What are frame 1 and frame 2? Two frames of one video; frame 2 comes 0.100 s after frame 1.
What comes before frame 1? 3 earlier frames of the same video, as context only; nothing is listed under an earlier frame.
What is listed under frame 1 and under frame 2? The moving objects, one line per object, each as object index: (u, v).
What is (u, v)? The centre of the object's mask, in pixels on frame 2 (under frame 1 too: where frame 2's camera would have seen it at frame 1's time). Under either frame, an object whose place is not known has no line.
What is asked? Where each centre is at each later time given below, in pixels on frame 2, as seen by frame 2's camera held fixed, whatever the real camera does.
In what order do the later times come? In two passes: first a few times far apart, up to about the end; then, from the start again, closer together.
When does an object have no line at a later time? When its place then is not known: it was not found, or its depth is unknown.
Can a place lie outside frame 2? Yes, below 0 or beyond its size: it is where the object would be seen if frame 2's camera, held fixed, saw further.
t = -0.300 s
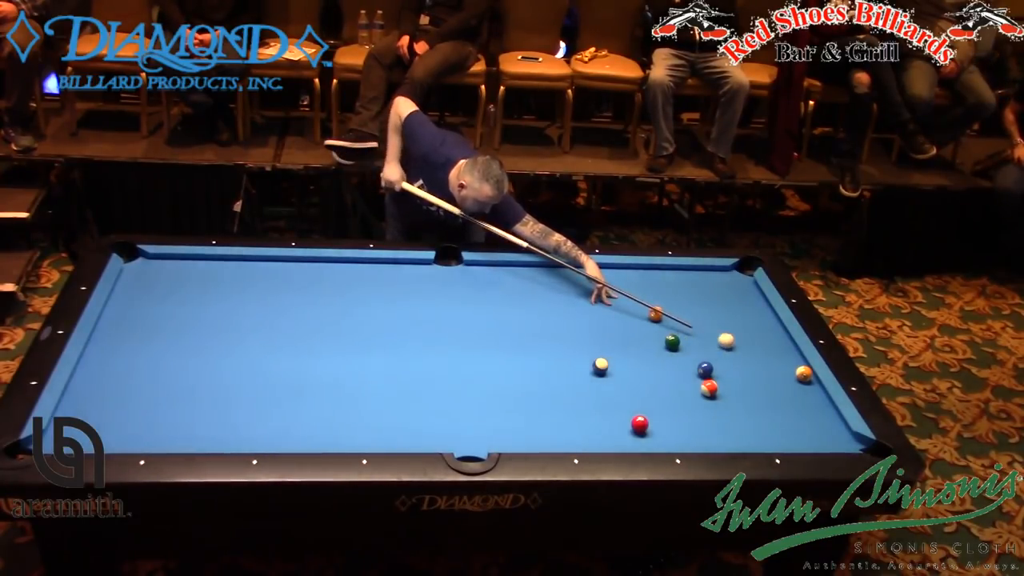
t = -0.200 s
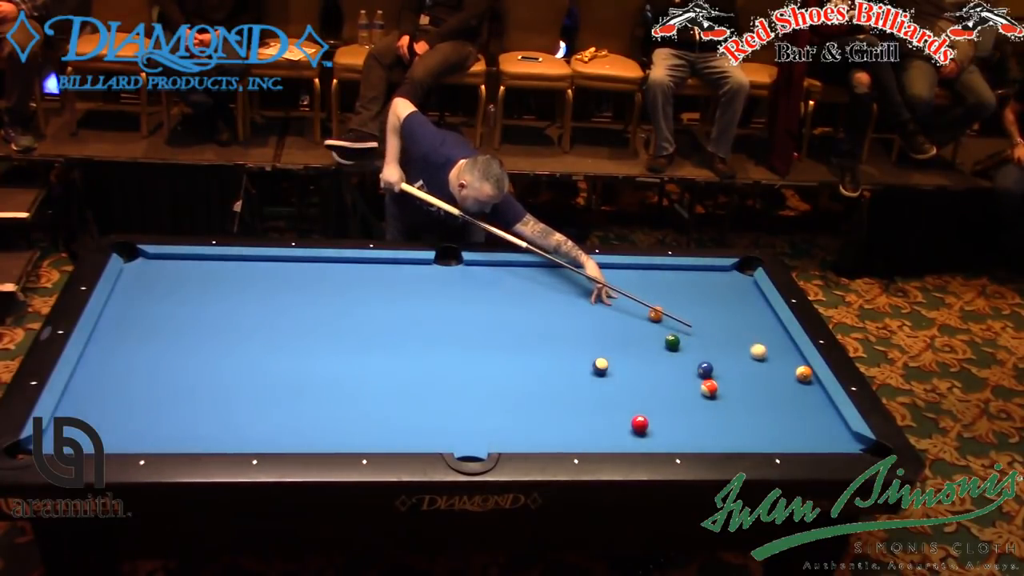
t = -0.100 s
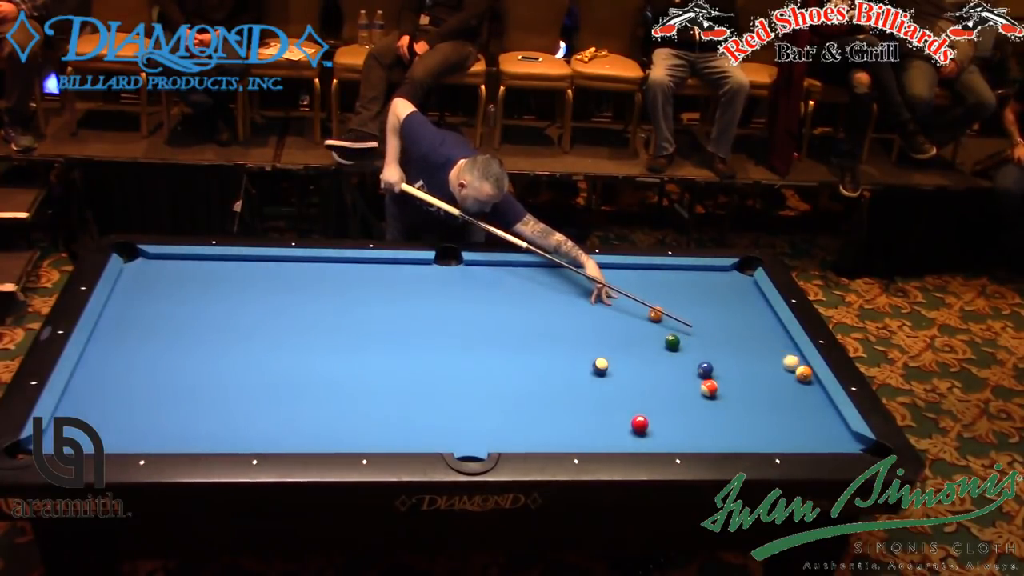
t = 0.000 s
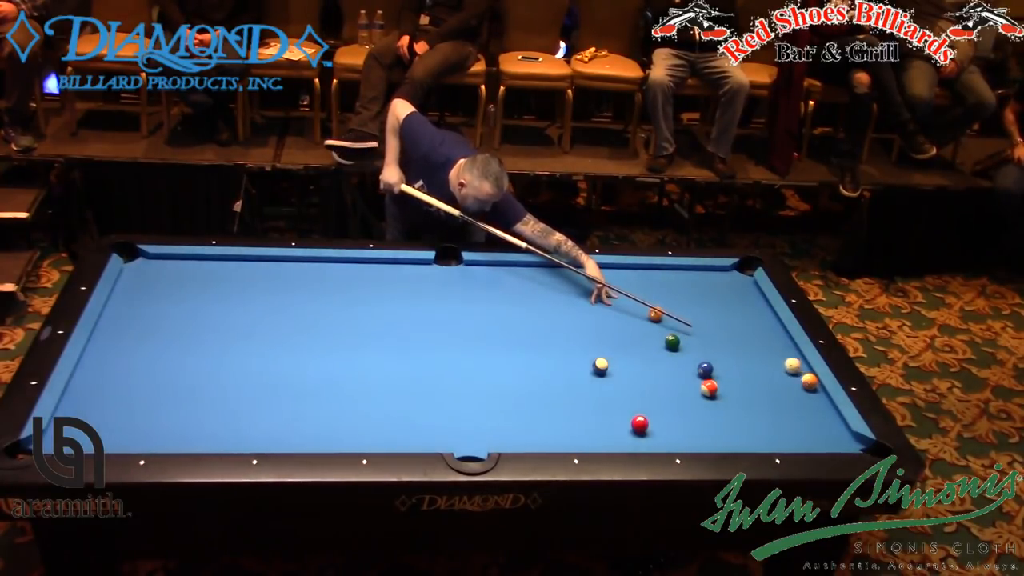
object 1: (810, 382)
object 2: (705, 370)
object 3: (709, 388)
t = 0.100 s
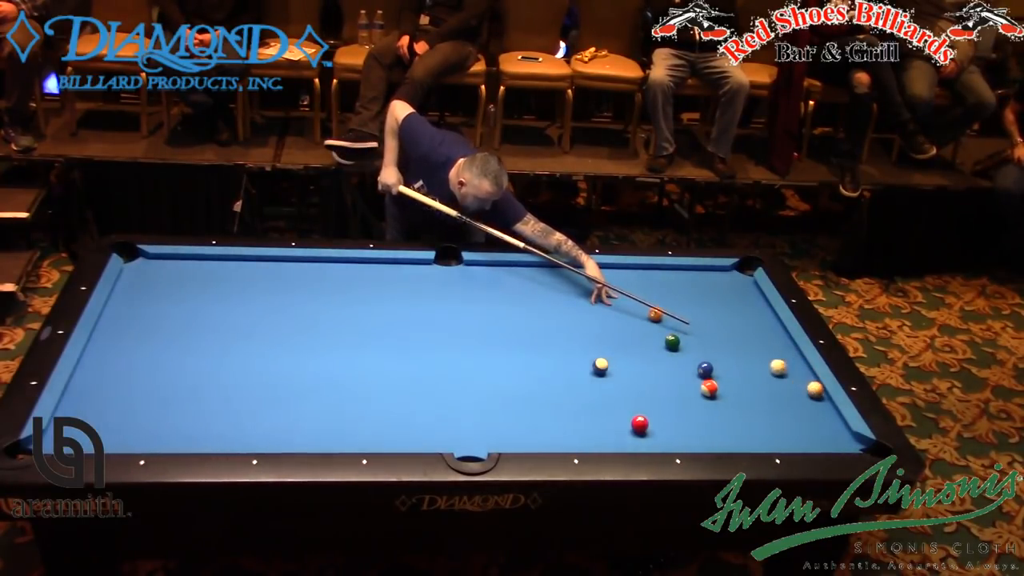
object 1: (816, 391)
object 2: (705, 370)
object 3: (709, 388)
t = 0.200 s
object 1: (821, 398)
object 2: (705, 370)
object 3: (709, 388)
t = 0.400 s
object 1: (833, 414)
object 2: (705, 370)
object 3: (709, 388)
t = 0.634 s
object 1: (843, 432)
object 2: (701, 368)
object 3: (709, 388)
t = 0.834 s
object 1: (851, 442)
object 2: (693, 364)
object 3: (707, 395)
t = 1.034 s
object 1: (866, 451)
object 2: (686, 362)
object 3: (705, 400)
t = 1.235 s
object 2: (680, 360)
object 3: (704, 406)
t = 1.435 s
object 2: (675, 357)
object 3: (702, 412)
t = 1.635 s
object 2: (670, 355)
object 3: (701, 417)
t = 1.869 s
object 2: (666, 353)
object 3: (700, 423)
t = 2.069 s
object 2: (663, 351)
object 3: (699, 428)
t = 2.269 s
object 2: (661, 350)
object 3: (698, 431)
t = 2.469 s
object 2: (659, 349)
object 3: (697, 434)
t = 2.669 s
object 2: (658, 348)
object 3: (696, 436)
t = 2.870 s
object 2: (658, 348)
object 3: (696, 437)
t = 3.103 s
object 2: (658, 348)
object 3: (695, 438)
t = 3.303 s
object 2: (658, 348)
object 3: (694, 438)
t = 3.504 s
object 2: (658, 348)
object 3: (694, 438)
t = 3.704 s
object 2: (658, 348)
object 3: (694, 438)
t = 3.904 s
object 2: (658, 348)
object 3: (694, 437)
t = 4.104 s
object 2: (658, 348)
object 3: (694, 438)
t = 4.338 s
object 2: (658, 348)
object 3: (694, 438)
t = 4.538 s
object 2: (658, 348)
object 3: (694, 438)
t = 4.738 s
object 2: (658, 348)
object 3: (694, 438)
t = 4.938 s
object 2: (658, 348)
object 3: (694, 438)
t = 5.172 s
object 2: (658, 348)
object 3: (694, 438)
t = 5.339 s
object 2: (658, 348)
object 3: (694, 438)
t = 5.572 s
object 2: (658, 348)
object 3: (694, 438)
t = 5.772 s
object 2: (658, 348)
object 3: (694, 438)
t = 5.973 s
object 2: (658, 348)
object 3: (694, 438)
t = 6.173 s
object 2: (658, 348)
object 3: (694, 438)
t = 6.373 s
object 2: (658, 348)
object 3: (694, 438)
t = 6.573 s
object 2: (658, 348)
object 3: (694, 438)
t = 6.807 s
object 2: (658, 348)
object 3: (694, 438)
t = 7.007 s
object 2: (658, 348)
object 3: (694, 438)
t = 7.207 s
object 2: (658, 348)
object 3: (694, 438)
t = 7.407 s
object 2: (658, 348)
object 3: (694, 438)
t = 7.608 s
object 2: (658, 348)
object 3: (694, 438)
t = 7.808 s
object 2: (658, 348)
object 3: (694, 438)
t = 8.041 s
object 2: (658, 348)
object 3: (694, 438)
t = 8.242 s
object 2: (658, 348)
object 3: (694, 438)
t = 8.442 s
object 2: (658, 348)
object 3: (694, 438)
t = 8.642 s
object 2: (658, 348)
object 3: (694, 438)
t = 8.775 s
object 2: (658, 348)
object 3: (694, 438)
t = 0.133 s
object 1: (818, 393)
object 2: (705, 370)
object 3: (709, 388)
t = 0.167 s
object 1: (819, 395)
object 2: (705, 370)
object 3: (709, 388)
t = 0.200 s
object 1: (821, 398)
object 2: (705, 370)
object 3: (709, 388)
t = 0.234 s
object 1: (823, 401)
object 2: (705, 370)
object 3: (709, 388)
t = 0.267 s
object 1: (825, 404)
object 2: (705, 370)
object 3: (709, 388)
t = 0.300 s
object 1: (827, 406)
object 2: (705, 370)
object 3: (709, 388)
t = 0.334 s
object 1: (829, 409)
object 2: (705, 370)
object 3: (709, 388)
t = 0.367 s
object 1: (831, 411)
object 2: (705, 370)
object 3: (709, 388)
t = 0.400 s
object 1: (833, 414)
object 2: (705, 370)
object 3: (709, 388)
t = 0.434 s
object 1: (834, 417)
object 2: (705, 370)
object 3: (709, 388)
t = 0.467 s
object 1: (836, 420)
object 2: (705, 370)
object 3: (709, 388)
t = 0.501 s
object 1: (838, 422)
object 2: (705, 370)
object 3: (709, 388)
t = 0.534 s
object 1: (839, 424)
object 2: (705, 370)
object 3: (709, 388)
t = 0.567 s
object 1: (840, 427)
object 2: (704, 369)
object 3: (709, 388)
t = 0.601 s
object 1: (842, 429)
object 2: (702, 369)
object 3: (709, 388)
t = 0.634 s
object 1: (843, 432)
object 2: (701, 368)
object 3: (709, 388)
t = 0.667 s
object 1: (845, 435)
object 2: (699, 367)
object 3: (709, 389)
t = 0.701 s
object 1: (846, 436)
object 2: (698, 367)
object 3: (708, 390)
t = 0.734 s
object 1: (847, 437)
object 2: (697, 366)
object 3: (708, 391)
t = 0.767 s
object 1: (848, 438)
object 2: (695, 365)
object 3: (708, 392)
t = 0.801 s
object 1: (849, 440)
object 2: (694, 365)
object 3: (708, 393)
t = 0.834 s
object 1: (851, 442)
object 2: (693, 364)
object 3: (707, 395)
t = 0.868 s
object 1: (852, 443)
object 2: (692, 364)
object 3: (707, 396)
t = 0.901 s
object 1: (855, 444)
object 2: (691, 364)
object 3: (707, 397)
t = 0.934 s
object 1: (858, 444)
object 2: (690, 363)
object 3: (707, 397)
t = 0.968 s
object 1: (860, 445)
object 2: (688, 363)
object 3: (706, 399)
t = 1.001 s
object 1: (863, 447)
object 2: (687, 363)
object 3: (706, 399)
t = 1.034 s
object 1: (866, 451)
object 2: (686, 362)
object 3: (705, 400)
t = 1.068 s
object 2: (685, 362)
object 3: (705, 401)
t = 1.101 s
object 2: (684, 361)
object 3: (705, 402)
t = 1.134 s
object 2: (683, 361)
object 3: (705, 403)
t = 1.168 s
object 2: (682, 361)
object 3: (704, 405)
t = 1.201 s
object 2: (681, 360)
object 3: (704, 406)
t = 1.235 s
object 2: (680, 360)
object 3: (704, 406)
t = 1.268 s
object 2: (679, 360)
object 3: (704, 408)
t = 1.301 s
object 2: (678, 359)
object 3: (703, 409)
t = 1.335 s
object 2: (677, 359)
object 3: (703, 409)
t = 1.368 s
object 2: (676, 358)
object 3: (703, 410)
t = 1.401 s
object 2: (676, 358)
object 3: (703, 411)
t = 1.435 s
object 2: (675, 357)
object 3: (702, 412)
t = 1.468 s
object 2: (674, 357)
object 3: (702, 413)
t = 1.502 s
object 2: (673, 357)
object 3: (702, 414)
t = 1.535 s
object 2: (672, 356)
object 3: (702, 415)
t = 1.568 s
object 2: (672, 356)
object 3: (702, 416)
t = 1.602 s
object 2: (671, 355)
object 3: (701, 416)
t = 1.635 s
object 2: (670, 355)
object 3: (701, 417)
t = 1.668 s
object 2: (669, 355)
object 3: (701, 418)
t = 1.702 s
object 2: (669, 355)
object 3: (701, 419)
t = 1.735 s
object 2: (668, 354)
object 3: (700, 420)
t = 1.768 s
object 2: (667, 354)
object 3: (700, 421)
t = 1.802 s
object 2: (667, 354)
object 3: (700, 422)
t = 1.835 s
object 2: (666, 353)
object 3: (700, 423)
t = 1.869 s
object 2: (666, 353)
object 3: (700, 423)
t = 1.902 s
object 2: (665, 353)
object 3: (699, 424)
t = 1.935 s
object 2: (664, 352)
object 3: (699, 424)
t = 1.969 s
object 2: (664, 352)
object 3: (699, 425)
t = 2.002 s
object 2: (663, 352)
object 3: (699, 426)
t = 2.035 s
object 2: (663, 351)
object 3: (699, 427)
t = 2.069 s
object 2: (663, 351)
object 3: (699, 428)
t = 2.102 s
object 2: (662, 351)
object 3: (698, 428)
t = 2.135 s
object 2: (662, 351)
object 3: (698, 429)
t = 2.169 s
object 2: (661, 351)
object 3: (698, 429)
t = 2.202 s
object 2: (661, 350)
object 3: (698, 429)
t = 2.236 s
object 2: (661, 350)
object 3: (698, 430)
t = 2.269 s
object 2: (661, 350)
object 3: (698, 431)
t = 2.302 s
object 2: (660, 349)
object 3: (698, 432)
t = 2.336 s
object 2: (660, 350)
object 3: (698, 432)
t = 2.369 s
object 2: (660, 349)
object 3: (697, 433)
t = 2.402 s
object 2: (660, 349)
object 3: (697, 433)
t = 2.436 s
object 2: (659, 349)
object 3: (697, 434)
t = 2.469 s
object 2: (659, 349)
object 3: (697, 434)
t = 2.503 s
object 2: (659, 349)
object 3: (697, 434)
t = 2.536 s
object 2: (659, 349)
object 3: (697, 435)
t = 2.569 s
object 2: (659, 349)
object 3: (697, 435)
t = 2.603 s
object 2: (659, 348)
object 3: (696, 435)
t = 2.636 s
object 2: (658, 348)
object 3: (696, 435)
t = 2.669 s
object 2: (658, 348)
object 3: (696, 436)
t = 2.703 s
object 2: (658, 348)
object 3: (696, 436)
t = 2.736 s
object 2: (658, 348)
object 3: (696, 436)
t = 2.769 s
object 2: (658, 348)
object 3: (696, 437)
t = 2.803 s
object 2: (658, 348)
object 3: (696, 437)
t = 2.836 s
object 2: (658, 348)
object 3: (696, 437)
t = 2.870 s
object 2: (658, 348)
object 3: (696, 437)
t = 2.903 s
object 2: (658, 348)
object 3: (696, 438)
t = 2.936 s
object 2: (658, 348)
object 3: (695, 438)
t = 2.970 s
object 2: (658, 348)
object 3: (695, 438)
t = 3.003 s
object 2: (658, 348)
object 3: (695, 438)
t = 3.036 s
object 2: (658, 348)
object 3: (695, 438)
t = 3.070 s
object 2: (658, 348)
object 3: (695, 438)
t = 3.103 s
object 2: (658, 348)
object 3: (695, 438)
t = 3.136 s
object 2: (658, 348)
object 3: (695, 438)
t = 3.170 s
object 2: (658, 348)
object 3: (695, 438)
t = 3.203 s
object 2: (658, 348)
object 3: (694, 438)
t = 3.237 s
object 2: (658, 348)
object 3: (694, 438)
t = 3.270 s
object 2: (658, 348)
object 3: (694, 438)
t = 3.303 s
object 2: (658, 348)
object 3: (694, 438)
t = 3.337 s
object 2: (658, 348)
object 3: (694, 438)
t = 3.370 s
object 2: (658, 348)
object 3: (694, 438)
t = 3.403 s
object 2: (658, 348)
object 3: (694, 437)
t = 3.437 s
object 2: (658, 348)
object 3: (694, 437)
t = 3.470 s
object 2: (658, 348)
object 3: (694, 438)
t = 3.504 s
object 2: (658, 348)
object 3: (694, 438)
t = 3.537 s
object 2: (658, 348)
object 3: (694, 437)
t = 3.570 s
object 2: (658, 348)
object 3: (694, 438)
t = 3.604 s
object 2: (658, 348)
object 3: (694, 437)
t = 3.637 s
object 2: (658, 348)
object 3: (694, 437)
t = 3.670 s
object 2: (658, 348)
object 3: (694, 438)
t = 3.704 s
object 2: (658, 348)
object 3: (694, 438)
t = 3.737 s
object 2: (658, 348)
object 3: (694, 438)
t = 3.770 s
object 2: (658, 348)
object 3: (694, 438)
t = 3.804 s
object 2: (658, 348)
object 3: (694, 438)
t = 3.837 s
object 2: (658, 348)
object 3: (694, 438)
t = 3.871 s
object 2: (658, 348)
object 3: (694, 438)
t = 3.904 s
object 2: (658, 348)
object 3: (694, 437)
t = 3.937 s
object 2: (658, 348)
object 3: (694, 438)
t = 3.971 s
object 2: (658, 348)
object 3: (694, 437)
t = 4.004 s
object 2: (658, 348)
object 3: (694, 438)
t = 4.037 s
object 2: (658, 348)
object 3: (694, 438)
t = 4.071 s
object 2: (658, 348)
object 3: (694, 438)
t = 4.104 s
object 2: (658, 348)
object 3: (694, 438)
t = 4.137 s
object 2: (658, 348)
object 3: (694, 438)
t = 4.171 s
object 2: (658, 348)
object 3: (694, 438)
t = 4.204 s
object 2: (658, 348)
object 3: (694, 438)
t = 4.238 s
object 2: (658, 348)
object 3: (694, 437)
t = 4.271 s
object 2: (658, 348)
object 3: (694, 438)
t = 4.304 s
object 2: (658, 348)
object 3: (694, 438)
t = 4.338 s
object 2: (658, 348)
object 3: (694, 438)
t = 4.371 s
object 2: (658, 348)
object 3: (694, 438)
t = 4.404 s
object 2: (658, 348)
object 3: (694, 438)
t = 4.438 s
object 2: (658, 348)
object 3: (694, 438)
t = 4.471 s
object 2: (658, 348)
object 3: (694, 438)
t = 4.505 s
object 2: (658, 348)
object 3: (694, 438)
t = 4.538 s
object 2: (658, 348)
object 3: (694, 438)
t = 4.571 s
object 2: (658, 348)
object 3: (694, 438)
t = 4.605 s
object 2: (658, 348)
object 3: (694, 438)
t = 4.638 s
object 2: (658, 348)
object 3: (694, 438)
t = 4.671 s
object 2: (658, 348)
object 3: (694, 438)
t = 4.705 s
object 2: (658, 348)
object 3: (694, 438)
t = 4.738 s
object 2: (658, 348)
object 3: (694, 438)
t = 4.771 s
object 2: (658, 348)
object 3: (694, 438)
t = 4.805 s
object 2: (658, 348)
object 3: (694, 438)
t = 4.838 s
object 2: (658, 348)
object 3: (694, 438)
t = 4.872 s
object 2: (658, 348)
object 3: (694, 438)
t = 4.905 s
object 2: (658, 348)
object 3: (694, 438)
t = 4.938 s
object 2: (658, 348)
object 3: (694, 438)
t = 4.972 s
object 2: (658, 348)
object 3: (694, 438)
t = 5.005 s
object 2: (658, 348)
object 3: (694, 438)
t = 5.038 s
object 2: (658, 348)
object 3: (694, 438)
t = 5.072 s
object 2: (658, 348)
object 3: (694, 438)
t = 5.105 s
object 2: (658, 348)
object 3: (694, 438)
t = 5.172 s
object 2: (658, 348)
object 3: (694, 438)
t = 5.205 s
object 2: (658, 348)
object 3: (694, 438)
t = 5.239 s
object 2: (658, 348)
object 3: (694, 438)
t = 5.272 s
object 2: (658, 348)
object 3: (694, 438)
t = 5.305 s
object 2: (658, 348)
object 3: (694, 438)
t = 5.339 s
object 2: (658, 348)
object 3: (694, 438)
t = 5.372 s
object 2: (658, 348)
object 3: (694, 438)
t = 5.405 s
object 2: (658, 348)
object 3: (694, 438)
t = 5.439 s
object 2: (658, 348)
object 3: (694, 438)
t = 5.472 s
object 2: (658, 348)
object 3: (694, 438)
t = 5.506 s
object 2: (658, 348)
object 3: (694, 438)
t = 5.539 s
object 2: (658, 348)
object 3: (694, 438)
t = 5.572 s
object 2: (658, 348)
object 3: (694, 438)
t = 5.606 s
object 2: (658, 348)
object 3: (694, 438)
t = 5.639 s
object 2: (658, 348)
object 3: (694, 438)
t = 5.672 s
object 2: (658, 348)
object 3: (694, 438)
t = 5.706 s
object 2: (658, 348)
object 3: (694, 438)
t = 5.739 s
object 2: (658, 348)
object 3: (694, 437)
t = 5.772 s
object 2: (658, 348)
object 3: (694, 438)
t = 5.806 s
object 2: (658, 348)
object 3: (694, 438)
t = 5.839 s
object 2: (658, 348)
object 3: (694, 438)
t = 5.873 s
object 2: (658, 348)
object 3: (694, 438)
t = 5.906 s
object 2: (658, 348)
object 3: (694, 438)
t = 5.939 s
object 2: (658, 348)
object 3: (694, 438)
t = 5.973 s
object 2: (658, 348)
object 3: (694, 438)
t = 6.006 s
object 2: (658, 348)
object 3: (694, 438)
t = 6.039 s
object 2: (658, 348)
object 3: (694, 438)
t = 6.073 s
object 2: (658, 348)
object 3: (694, 438)
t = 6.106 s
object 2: (658, 348)
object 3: (694, 438)
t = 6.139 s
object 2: (658, 348)
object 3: (694, 438)
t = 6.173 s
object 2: (658, 348)
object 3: (694, 438)
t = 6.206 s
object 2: (658, 348)
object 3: (694, 438)
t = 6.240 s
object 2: (658, 348)
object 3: (694, 438)
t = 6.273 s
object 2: (658, 348)
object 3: (694, 438)
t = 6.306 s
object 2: (658, 348)
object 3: (694, 438)
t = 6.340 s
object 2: (658, 348)
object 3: (694, 438)
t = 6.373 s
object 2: (658, 348)
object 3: (694, 438)
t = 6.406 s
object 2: (658, 348)
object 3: (694, 438)
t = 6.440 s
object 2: (658, 348)
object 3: (694, 438)
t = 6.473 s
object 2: (658, 348)
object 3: (694, 438)
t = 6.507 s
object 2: (658, 348)
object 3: (694, 438)
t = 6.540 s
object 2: (658, 348)
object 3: (694, 438)
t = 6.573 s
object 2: (658, 348)
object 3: (694, 438)
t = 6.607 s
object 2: (658, 348)
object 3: (694, 438)
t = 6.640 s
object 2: (658, 348)
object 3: (694, 438)
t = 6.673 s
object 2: (658, 348)
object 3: (694, 438)
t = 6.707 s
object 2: (658, 348)
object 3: (694, 438)
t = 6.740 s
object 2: (658, 348)
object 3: (694, 438)
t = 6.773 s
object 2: (658, 348)
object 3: (694, 438)
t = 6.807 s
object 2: (658, 348)
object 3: (694, 438)
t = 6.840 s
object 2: (658, 348)
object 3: (694, 438)
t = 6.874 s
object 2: (658, 348)
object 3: (694, 438)
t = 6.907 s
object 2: (658, 348)
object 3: (694, 438)
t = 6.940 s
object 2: (658, 348)
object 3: (694, 438)
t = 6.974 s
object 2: (658, 348)
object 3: (694, 438)
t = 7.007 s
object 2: (658, 348)
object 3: (694, 438)
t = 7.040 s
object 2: (658, 348)
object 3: (694, 438)
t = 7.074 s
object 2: (658, 348)
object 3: (694, 438)
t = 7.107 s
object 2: (658, 348)
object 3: (694, 438)
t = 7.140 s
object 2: (658, 348)
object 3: (694, 438)
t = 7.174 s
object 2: (658, 348)
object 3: (694, 438)
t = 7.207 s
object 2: (658, 348)
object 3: (694, 438)
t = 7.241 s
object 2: (658, 348)
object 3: (694, 438)
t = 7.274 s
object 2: (658, 348)
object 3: (694, 438)
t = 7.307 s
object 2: (658, 348)
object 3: (694, 438)
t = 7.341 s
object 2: (658, 348)
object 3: (694, 438)
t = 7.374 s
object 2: (658, 348)
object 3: (694, 438)
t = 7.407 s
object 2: (658, 348)
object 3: (694, 438)
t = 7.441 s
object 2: (658, 348)
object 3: (694, 438)
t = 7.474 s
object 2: (658, 348)
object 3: (694, 438)
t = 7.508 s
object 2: (658, 348)
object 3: (694, 438)
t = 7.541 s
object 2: (658, 348)
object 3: (694, 438)
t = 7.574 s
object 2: (658, 348)
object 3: (694, 438)
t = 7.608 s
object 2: (658, 348)
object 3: (694, 438)
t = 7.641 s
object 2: (658, 348)
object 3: (694, 438)
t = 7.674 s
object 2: (658, 348)
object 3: (694, 438)
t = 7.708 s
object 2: (658, 348)
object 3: (694, 438)
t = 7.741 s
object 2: (658, 348)
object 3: (694, 438)
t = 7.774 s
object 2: (658, 348)
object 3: (694, 438)
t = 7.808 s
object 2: (658, 348)
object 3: (694, 438)
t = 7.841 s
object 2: (658, 348)
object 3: (694, 438)
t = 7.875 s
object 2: (658, 348)
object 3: (694, 438)
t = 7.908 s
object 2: (658, 348)
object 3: (694, 438)
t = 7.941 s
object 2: (658, 348)
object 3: (694, 438)
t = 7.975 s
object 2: (658, 348)
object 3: (694, 438)
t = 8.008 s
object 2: (658, 348)
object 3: (694, 438)
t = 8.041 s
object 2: (658, 348)
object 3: (694, 438)
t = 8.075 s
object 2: (658, 348)
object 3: (694, 438)
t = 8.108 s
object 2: (658, 348)
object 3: (694, 438)
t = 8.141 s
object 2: (658, 348)
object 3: (694, 438)
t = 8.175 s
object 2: (658, 348)
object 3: (694, 438)
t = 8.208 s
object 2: (658, 348)
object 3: (694, 438)
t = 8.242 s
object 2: (658, 348)
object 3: (694, 438)
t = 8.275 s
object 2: (658, 348)
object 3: (694, 438)
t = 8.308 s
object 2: (658, 348)
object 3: (694, 438)
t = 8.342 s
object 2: (658, 348)
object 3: (694, 438)
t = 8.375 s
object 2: (658, 348)
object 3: (694, 438)
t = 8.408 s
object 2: (658, 348)
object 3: (694, 438)
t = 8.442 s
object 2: (658, 348)
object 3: (694, 438)
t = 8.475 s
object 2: (658, 348)
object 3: (694, 438)
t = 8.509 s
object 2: (658, 348)
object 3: (694, 438)
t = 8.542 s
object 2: (658, 348)
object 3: (694, 438)
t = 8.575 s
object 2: (658, 348)
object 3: (694, 438)
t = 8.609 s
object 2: (658, 348)
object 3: (694, 438)
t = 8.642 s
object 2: (658, 348)
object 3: (694, 438)
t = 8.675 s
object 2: (658, 348)
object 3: (694, 438)
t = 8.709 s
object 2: (658, 348)
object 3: (694, 438)
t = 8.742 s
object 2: (658, 348)
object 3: (694, 438)
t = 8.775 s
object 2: (658, 348)
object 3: (694, 438)
